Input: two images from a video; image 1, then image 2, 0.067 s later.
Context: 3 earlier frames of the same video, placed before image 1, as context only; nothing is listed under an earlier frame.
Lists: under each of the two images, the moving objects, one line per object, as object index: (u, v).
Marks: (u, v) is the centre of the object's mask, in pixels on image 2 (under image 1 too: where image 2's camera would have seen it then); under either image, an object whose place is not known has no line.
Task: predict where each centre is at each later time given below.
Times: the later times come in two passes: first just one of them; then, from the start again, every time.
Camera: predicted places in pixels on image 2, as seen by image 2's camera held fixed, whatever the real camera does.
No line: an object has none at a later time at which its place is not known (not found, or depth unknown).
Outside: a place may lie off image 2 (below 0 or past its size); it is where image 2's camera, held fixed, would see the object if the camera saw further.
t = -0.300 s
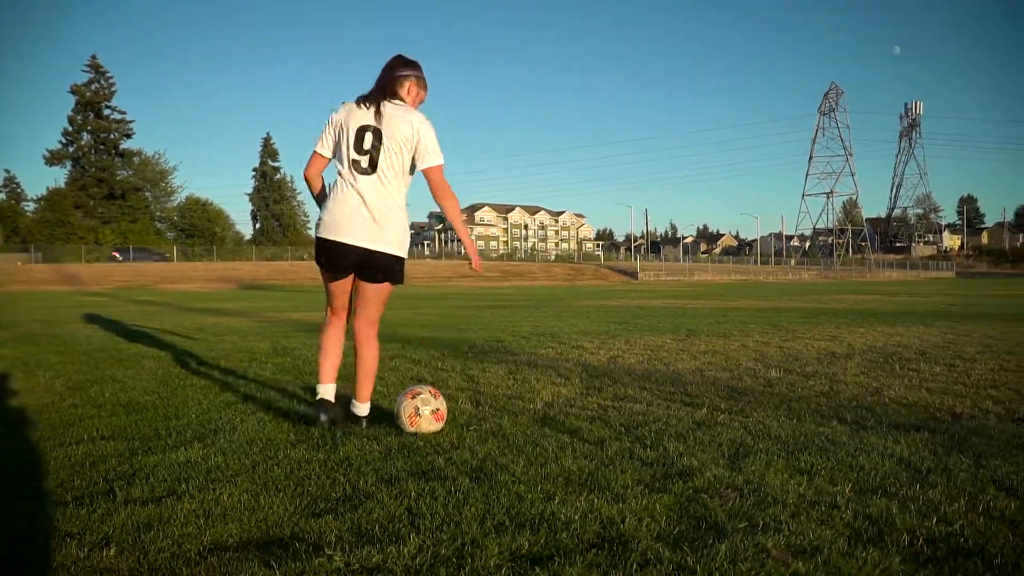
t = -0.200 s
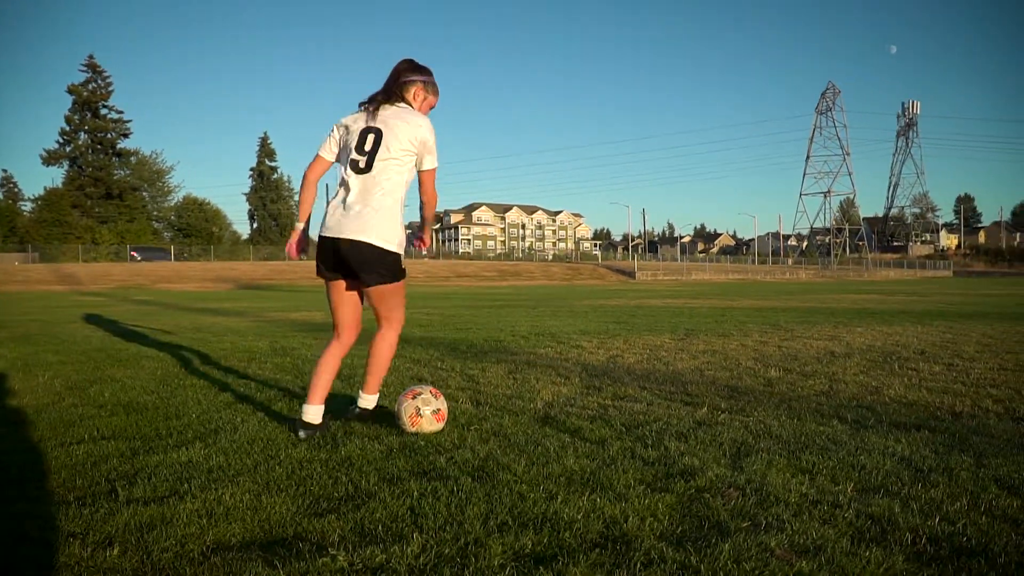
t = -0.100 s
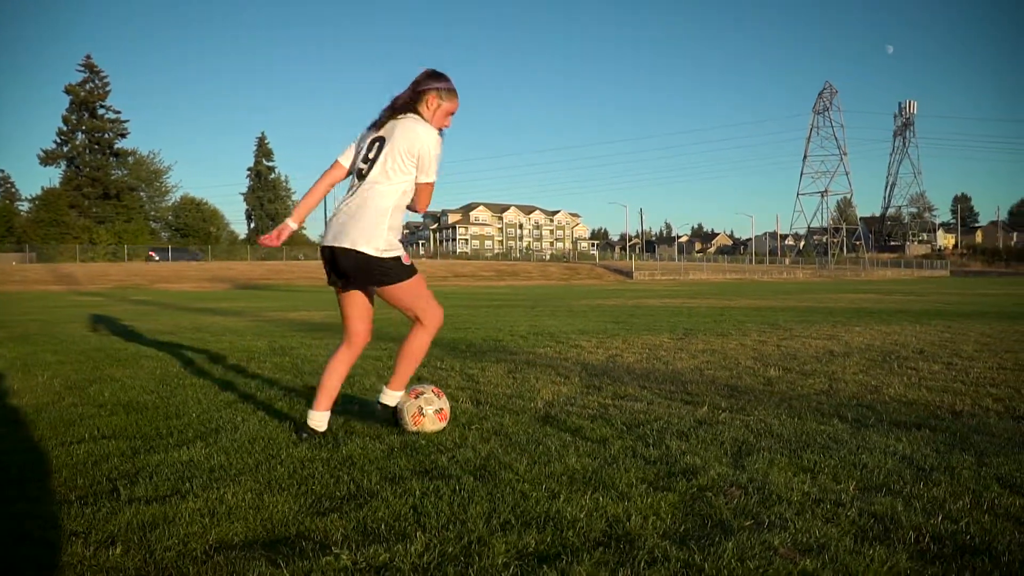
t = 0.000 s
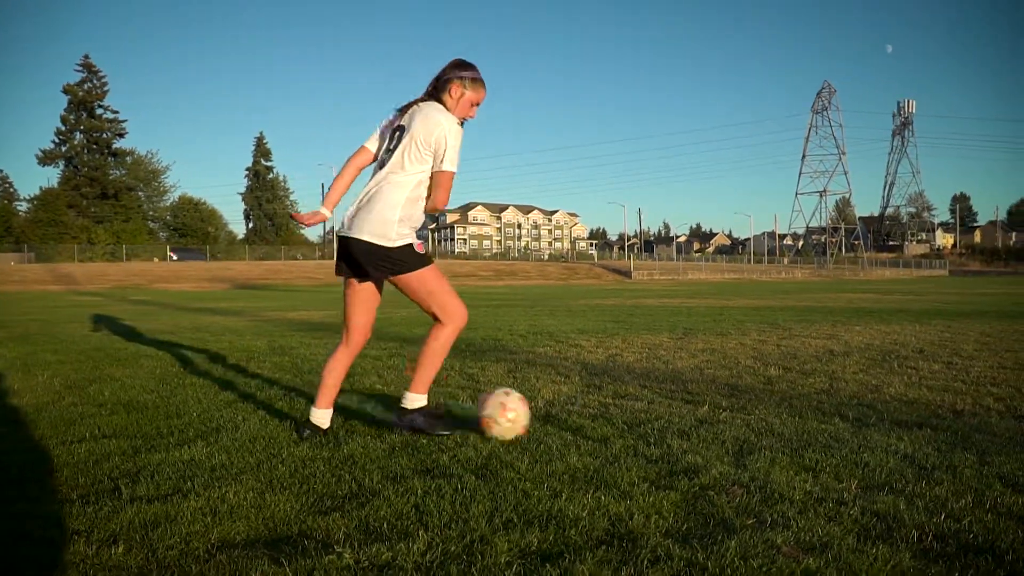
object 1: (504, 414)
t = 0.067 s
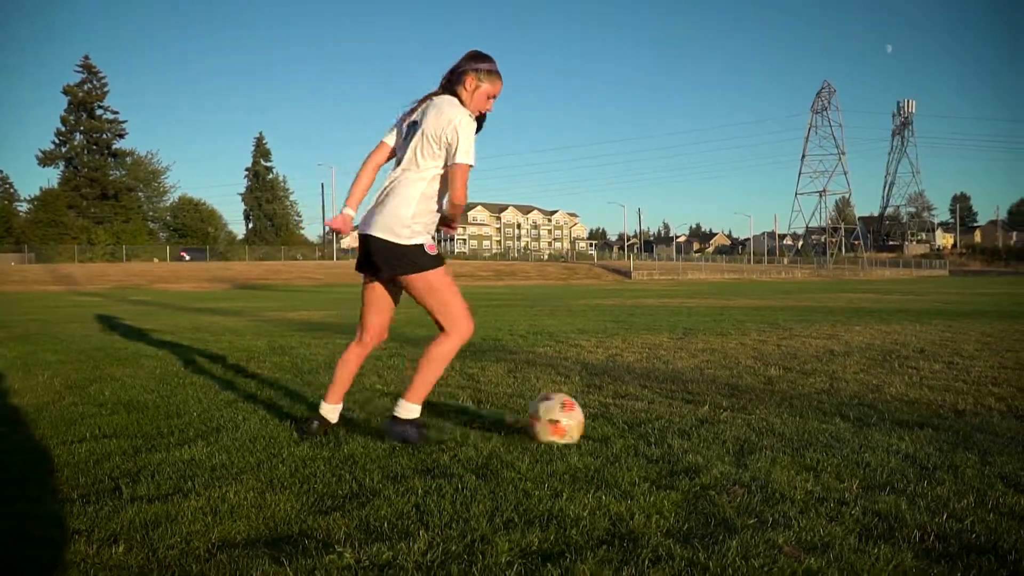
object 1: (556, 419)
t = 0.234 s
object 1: (670, 430)
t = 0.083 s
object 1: (567, 420)
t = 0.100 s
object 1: (579, 420)
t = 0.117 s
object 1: (591, 421)
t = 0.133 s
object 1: (601, 423)
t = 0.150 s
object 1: (610, 423)
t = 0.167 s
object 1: (624, 426)
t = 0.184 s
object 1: (637, 427)
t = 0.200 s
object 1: (647, 429)
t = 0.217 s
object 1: (658, 430)
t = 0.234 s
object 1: (670, 430)
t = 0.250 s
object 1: (682, 431)
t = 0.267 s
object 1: (693, 432)
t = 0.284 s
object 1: (704, 432)
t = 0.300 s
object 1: (713, 431)
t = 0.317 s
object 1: (723, 431)
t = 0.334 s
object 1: (733, 430)
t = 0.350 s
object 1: (744, 431)
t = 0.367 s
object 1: (755, 432)
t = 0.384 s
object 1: (764, 433)
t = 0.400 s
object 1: (777, 436)
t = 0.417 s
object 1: (788, 439)
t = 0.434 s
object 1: (799, 442)
